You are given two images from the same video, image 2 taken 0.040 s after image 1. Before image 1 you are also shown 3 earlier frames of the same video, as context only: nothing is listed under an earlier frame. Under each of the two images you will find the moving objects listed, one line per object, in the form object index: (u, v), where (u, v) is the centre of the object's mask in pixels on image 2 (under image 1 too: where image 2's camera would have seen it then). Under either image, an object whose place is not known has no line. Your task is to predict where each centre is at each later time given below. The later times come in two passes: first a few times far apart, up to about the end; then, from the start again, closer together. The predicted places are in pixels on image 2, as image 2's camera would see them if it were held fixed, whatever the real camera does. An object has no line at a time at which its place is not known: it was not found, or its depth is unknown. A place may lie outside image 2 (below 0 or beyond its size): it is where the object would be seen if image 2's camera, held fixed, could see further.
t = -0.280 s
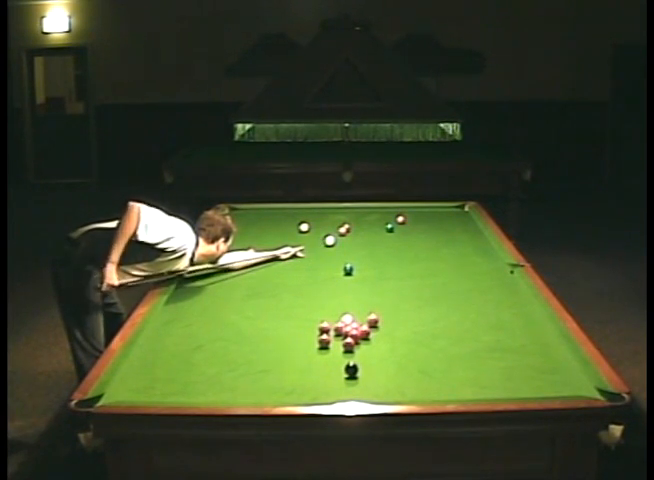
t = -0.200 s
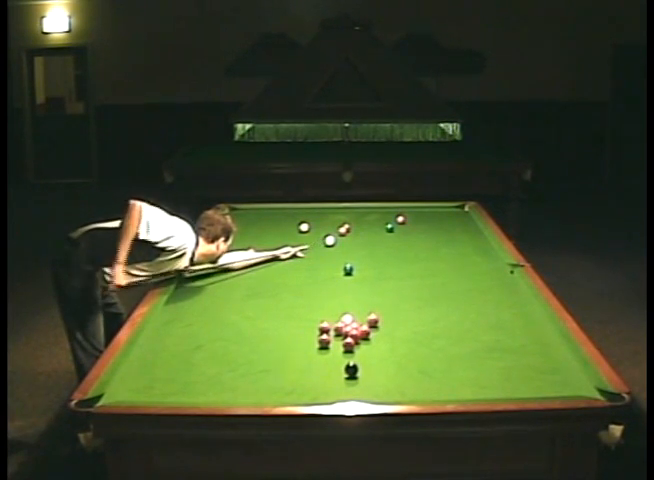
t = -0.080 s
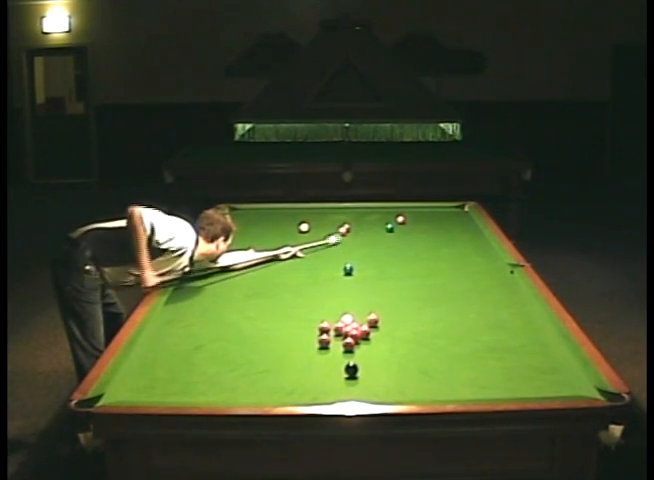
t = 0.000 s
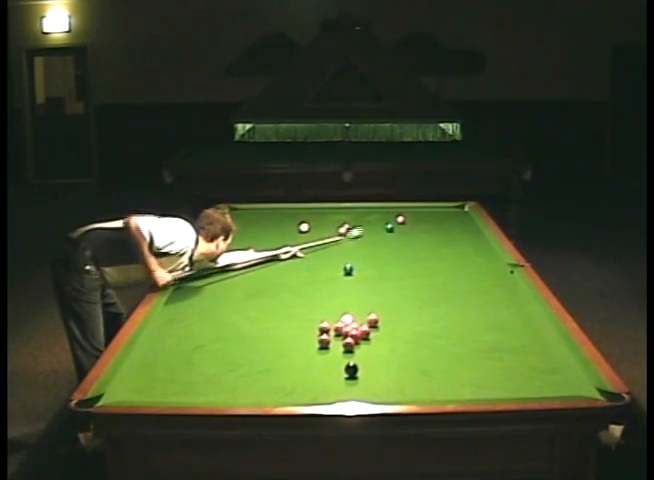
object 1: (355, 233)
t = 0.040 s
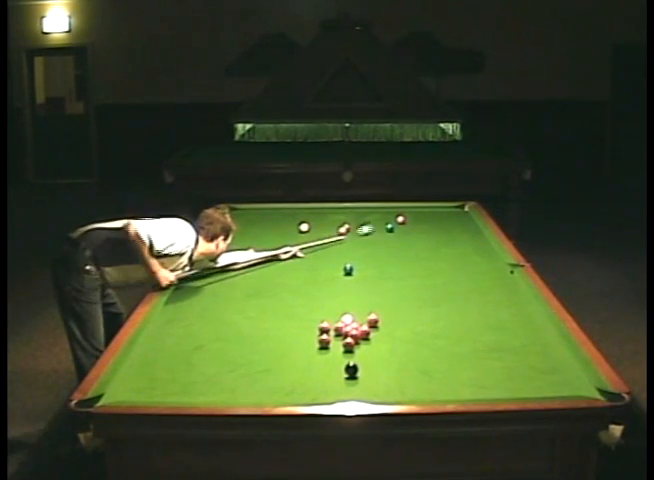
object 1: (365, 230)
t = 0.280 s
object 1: (394, 219)
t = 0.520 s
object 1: (397, 215)
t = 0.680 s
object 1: (401, 212)
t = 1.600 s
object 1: (421, 212)
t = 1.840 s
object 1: (426, 215)
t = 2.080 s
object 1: (431, 217)
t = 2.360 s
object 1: (436, 220)
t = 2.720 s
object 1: (443, 223)
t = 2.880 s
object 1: (445, 224)
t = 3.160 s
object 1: (450, 226)
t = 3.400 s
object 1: (454, 227)
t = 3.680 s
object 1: (457, 229)
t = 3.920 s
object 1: (460, 230)
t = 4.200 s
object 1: (463, 231)
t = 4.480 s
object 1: (466, 232)
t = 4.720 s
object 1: (467, 232)
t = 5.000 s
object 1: (468, 233)
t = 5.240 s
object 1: (468, 233)
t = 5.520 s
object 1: (468, 233)
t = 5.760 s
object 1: (468, 233)
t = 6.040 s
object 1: (468, 233)
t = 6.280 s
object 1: (468, 233)
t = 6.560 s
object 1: (468, 233)
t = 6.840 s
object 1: (468, 233)
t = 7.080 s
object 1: (468, 233)
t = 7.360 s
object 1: (468, 233)
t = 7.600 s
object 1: (468, 233)
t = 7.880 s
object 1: (468, 233)
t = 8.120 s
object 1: (468, 233)
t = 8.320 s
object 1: (468, 233)
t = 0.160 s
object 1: (392, 221)
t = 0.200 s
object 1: (395, 220)
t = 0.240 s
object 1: (394, 220)
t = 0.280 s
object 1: (394, 219)
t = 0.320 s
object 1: (394, 219)
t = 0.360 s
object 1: (394, 218)
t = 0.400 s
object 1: (395, 217)
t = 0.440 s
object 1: (395, 217)
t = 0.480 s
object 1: (396, 216)
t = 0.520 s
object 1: (397, 215)
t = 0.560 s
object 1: (398, 214)
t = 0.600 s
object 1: (399, 214)
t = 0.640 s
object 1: (400, 213)
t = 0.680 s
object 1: (401, 212)
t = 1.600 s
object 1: (421, 212)
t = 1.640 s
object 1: (421, 213)
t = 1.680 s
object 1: (422, 213)
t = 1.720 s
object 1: (423, 214)
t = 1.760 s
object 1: (424, 214)
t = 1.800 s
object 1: (425, 215)
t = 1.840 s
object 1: (426, 215)
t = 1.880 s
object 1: (427, 215)
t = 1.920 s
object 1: (427, 216)
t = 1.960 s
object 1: (428, 216)
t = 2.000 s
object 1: (429, 217)
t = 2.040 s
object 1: (430, 217)
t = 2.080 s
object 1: (431, 217)
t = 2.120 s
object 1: (431, 217)
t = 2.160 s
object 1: (432, 218)
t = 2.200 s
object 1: (433, 218)
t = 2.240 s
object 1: (434, 219)
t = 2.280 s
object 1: (435, 219)
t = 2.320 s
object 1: (435, 219)
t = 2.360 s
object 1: (436, 220)
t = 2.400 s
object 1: (437, 220)
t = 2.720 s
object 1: (443, 223)
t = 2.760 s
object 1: (444, 223)
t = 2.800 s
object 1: (444, 223)
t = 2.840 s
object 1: (445, 224)
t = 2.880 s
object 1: (445, 224)
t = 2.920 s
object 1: (446, 224)
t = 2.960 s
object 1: (447, 224)
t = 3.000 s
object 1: (448, 225)
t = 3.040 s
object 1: (448, 225)
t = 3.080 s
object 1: (449, 225)
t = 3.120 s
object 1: (449, 226)
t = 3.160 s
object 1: (450, 226)
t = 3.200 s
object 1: (451, 226)
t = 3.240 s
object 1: (451, 226)
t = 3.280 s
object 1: (452, 227)
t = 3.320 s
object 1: (452, 227)
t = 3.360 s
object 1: (453, 227)
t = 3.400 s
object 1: (454, 227)
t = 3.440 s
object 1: (454, 228)
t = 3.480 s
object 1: (455, 228)
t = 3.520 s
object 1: (455, 228)
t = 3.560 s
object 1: (456, 228)
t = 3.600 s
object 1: (456, 229)
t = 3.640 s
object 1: (457, 229)
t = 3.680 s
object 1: (457, 229)
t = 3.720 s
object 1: (458, 229)
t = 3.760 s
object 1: (458, 229)
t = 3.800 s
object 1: (459, 229)
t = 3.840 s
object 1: (459, 230)
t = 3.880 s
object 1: (460, 230)
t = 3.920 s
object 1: (460, 230)
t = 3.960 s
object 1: (460, 230)
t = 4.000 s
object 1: (461, 230)
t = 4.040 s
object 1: (461, 230)
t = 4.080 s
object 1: (462, 231)
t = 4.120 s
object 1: (462, 231)
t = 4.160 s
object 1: (462, 231)
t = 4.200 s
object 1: (463, 231)
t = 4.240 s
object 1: (463, 231)
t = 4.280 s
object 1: (464, 231)
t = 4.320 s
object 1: (464, 231)
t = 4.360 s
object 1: (464, 231)
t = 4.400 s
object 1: (465, 232)
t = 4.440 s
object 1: (465, 232)
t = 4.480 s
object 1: (466, 232)
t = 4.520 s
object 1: (466, 232)
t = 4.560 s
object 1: (466, 232)
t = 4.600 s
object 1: (466, 232)
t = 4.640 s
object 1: (466, 232)
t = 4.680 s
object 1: (467, 232)
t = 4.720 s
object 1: (467, 232)
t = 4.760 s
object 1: (467, 232)
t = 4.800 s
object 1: (467, 232)
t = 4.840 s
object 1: (467, 233)
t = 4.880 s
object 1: (468, 233)
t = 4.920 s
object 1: (468, 233)
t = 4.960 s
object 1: (468, 233)
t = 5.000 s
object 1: (468, 233)
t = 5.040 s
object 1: (468, 233)
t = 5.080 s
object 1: (468, 233)
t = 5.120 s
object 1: (468, 233)
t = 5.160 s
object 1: (468, 233)
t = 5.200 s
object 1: (468, 233)
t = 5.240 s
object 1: (468, 233)
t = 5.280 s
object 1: (468, 233)
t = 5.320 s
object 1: (468, 233)
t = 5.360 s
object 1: (468, 233)
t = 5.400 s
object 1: (468, 233)
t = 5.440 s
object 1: (468, 233)
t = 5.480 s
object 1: (468, 233)
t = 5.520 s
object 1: (468, 233)
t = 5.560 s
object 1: (468, 233)
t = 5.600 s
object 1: (468, 233)
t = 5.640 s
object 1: (468, 233)
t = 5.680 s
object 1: (468, 233)
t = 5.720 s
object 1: (468, 233)
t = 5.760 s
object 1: (468, 233)
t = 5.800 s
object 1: (468, 233)
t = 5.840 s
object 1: (468, 233)
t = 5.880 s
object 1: (468, 233)
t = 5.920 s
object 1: (468, 233)
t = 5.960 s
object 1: (468, 233)
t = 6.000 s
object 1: (468, 233)
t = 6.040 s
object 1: (468, 233)
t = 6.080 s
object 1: (468, 233)
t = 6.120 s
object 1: (468, 233)
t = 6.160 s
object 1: (468, 233)
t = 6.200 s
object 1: (468, 233)
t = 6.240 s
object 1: (468, 233)
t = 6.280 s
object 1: (468, 233)
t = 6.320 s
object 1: (468, 233)
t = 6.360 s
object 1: (468, 233)
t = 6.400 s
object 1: (468, 233)
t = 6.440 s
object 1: (468, 233)
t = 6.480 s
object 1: (468, 233)
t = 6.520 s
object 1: (468, 233)
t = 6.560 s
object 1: (468, 233)
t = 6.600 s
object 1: (468, 233)
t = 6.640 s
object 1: (468, 233)
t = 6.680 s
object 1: (468, 233)
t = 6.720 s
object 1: (468, 233)
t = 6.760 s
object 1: (468, 233)
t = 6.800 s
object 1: (468, 233)
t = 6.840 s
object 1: (468, 233)
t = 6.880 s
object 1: (468, 233)
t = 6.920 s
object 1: (468, 233)
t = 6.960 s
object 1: (468, 233)
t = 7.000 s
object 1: (468, 233)
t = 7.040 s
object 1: (468, 233)
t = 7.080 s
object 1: (468, 233)
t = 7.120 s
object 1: (468, 233)
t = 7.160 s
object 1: (468, 233)
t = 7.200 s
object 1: (468, 233)
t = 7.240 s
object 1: (468, 233)
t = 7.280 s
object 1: (468, 233)
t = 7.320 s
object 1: (468, 233)
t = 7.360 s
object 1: (468, 233)
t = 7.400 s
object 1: (468, 233)
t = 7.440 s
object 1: (468, 233)
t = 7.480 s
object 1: (468, 233)
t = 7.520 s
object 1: (468, 233)
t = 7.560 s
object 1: (468, 233)
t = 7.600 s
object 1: (468, 233)
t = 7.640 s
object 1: (468, 233)
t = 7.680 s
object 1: (468, 233)
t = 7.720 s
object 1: (468, 233)
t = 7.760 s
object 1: (468, 233)
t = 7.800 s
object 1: (468, 233)
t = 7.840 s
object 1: (468, 233)
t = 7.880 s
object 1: (468, 233)
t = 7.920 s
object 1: (468, 233)
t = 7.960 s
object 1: (468, 233)
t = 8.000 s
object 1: (468, 233)
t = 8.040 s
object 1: (468, 233)
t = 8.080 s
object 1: (468, 233)
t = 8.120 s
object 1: (468, 233)
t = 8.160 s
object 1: (468, 233)
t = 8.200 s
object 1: (468, 233)
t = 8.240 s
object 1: (468, 233)
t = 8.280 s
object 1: (468, 233)
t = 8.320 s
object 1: (468, 233)
